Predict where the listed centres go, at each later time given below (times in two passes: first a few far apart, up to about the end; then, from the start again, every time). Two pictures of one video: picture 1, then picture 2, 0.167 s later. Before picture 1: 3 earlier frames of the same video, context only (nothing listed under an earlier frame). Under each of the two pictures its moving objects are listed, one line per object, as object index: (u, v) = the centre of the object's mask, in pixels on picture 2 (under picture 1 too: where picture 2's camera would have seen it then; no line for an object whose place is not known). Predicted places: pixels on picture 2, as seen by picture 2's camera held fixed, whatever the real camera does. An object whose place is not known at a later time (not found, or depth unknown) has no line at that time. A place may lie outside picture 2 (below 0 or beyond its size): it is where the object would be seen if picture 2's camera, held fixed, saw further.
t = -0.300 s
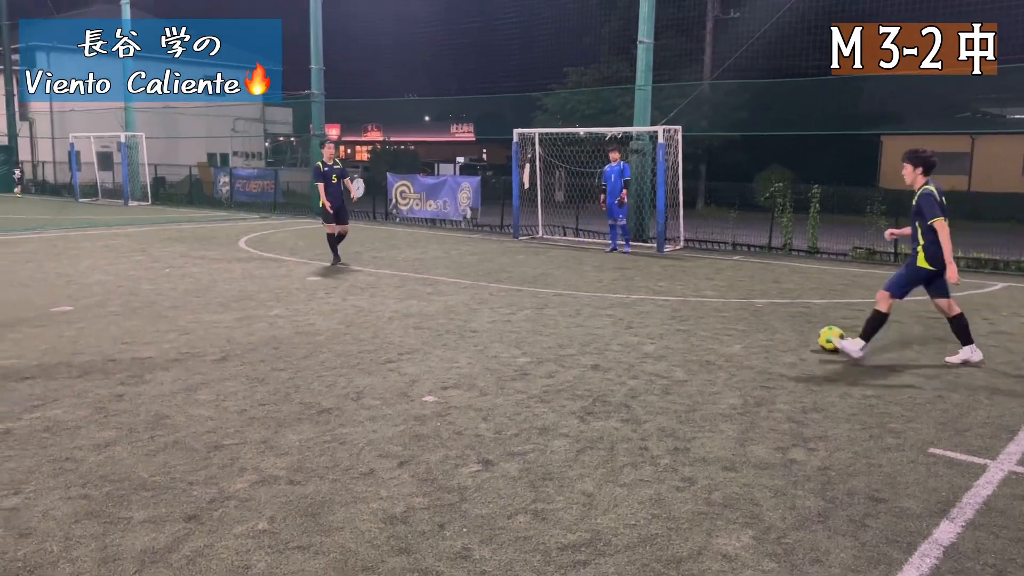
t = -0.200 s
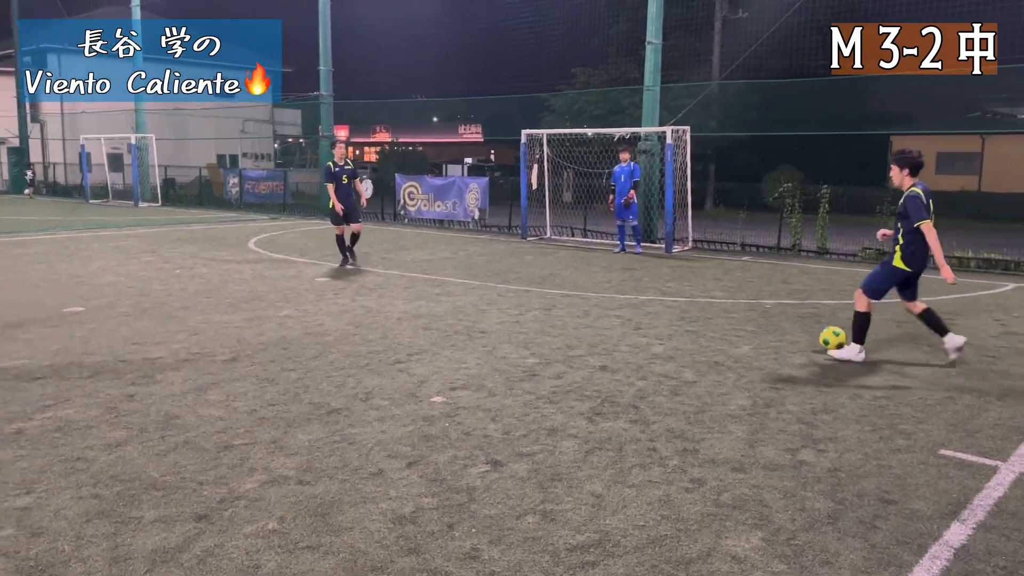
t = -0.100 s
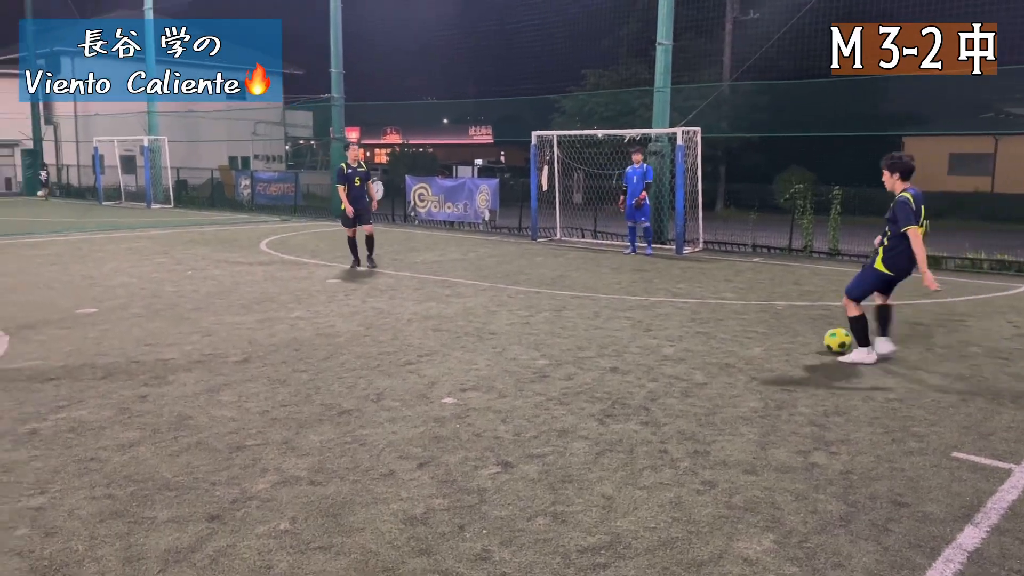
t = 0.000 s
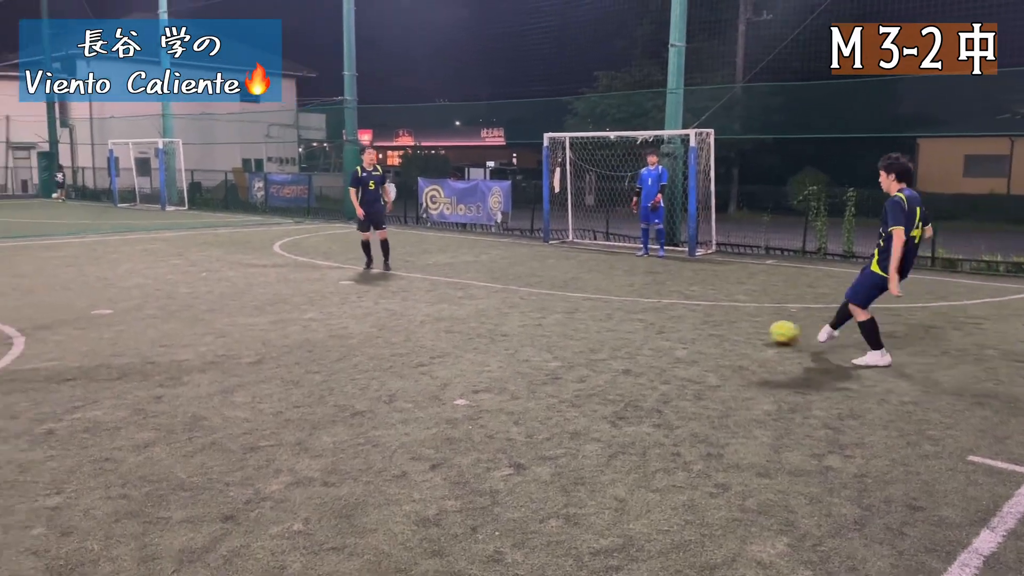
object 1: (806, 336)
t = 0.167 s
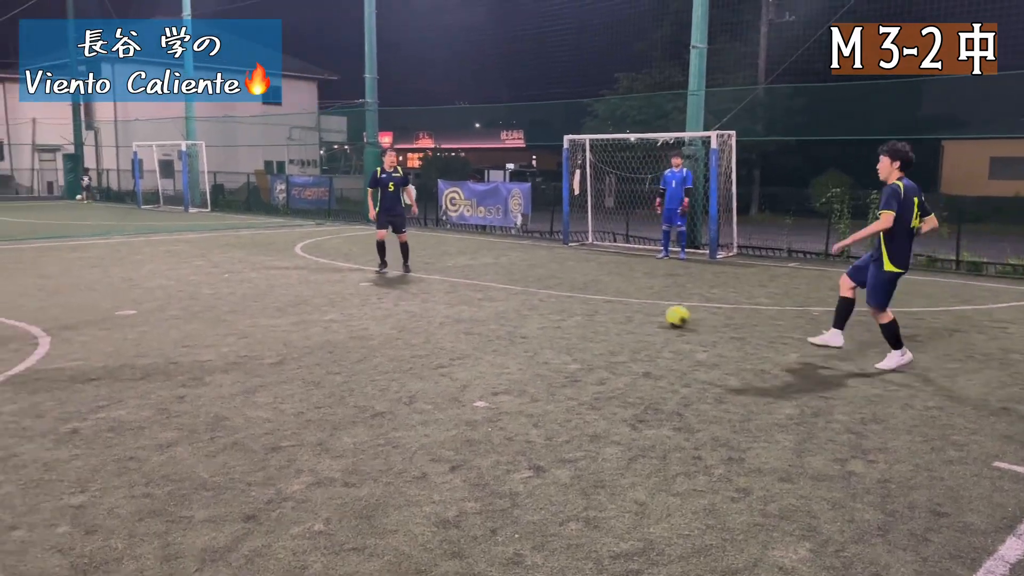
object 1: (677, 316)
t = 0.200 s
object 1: (657, 314)
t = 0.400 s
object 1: (561, 299)
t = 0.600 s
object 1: (493, 289)
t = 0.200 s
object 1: (657, 314)
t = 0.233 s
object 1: (638, 310)
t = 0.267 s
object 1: (621, 308)
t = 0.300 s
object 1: (605, 305)
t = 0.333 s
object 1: (590, 302)
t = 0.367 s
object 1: (575, 300)
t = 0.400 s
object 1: (561, 299)
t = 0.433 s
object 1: (549, 296)
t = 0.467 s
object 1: (537, 295)
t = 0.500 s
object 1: (525, 294)
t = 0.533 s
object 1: (514, 292)
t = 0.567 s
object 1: (503, 290)
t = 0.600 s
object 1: (493, 289)
